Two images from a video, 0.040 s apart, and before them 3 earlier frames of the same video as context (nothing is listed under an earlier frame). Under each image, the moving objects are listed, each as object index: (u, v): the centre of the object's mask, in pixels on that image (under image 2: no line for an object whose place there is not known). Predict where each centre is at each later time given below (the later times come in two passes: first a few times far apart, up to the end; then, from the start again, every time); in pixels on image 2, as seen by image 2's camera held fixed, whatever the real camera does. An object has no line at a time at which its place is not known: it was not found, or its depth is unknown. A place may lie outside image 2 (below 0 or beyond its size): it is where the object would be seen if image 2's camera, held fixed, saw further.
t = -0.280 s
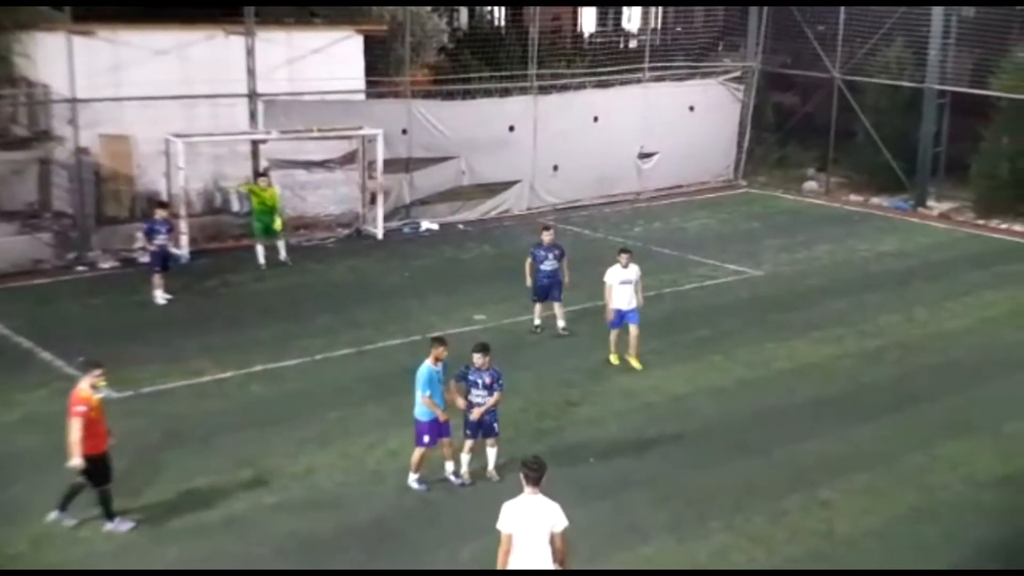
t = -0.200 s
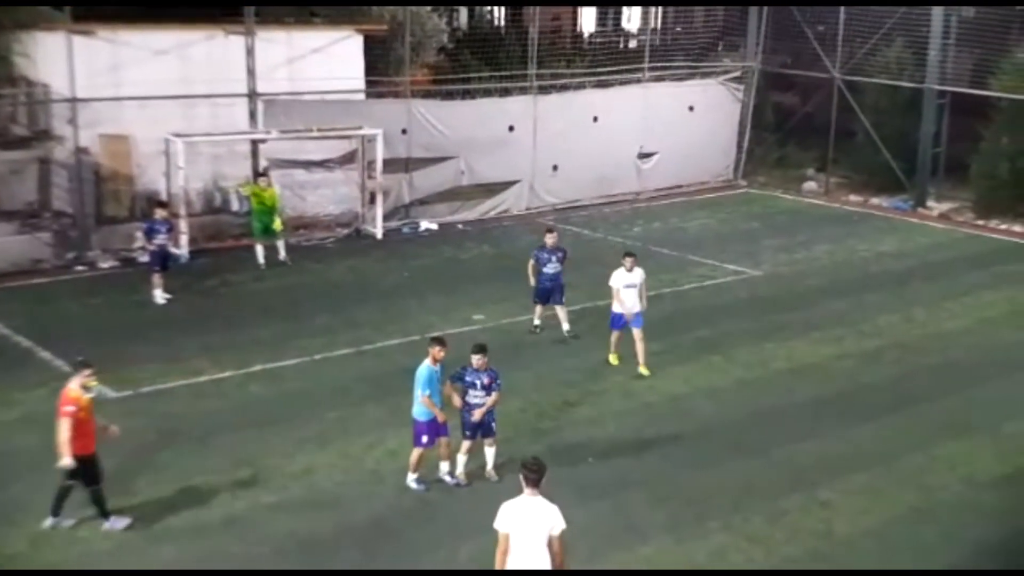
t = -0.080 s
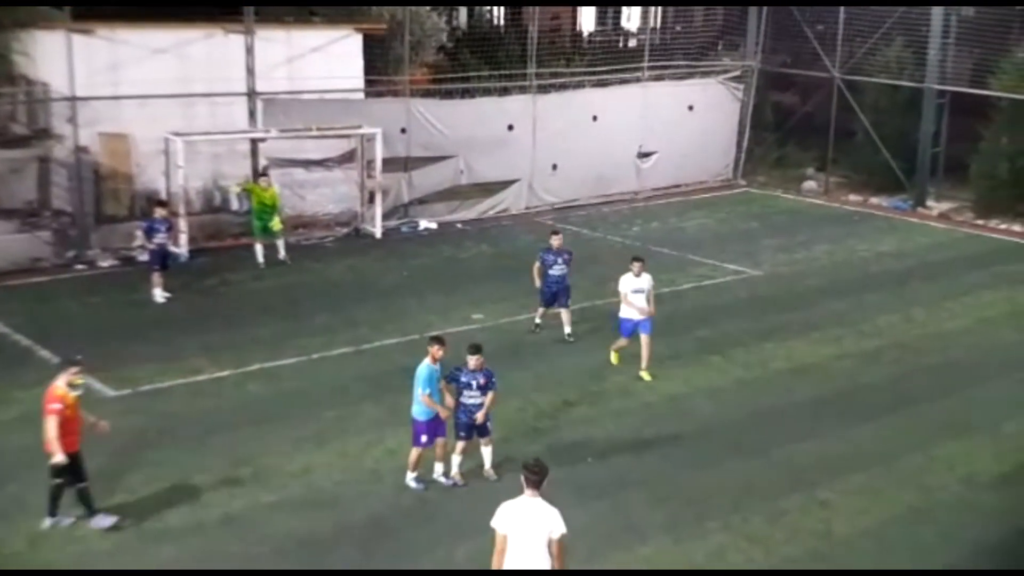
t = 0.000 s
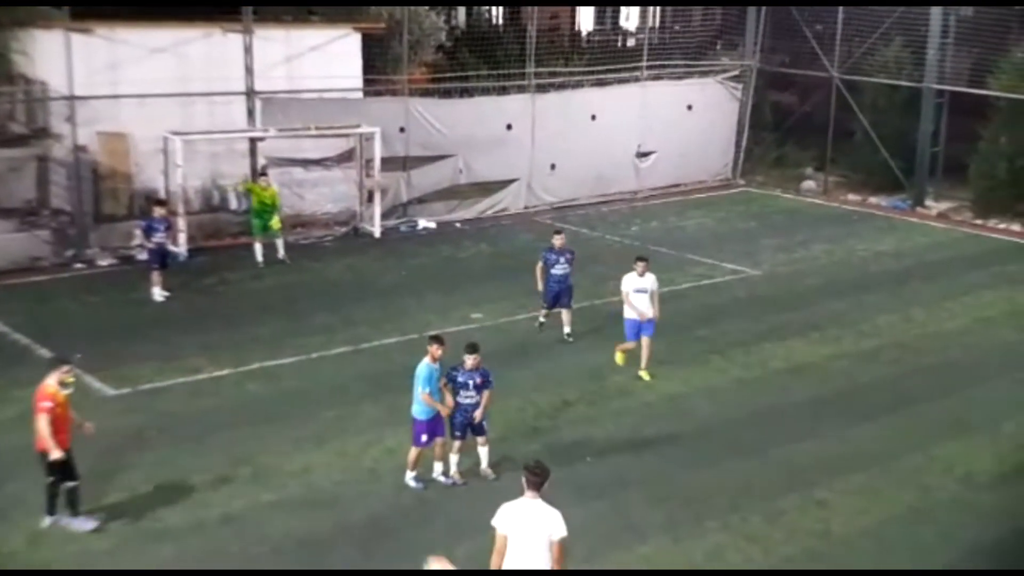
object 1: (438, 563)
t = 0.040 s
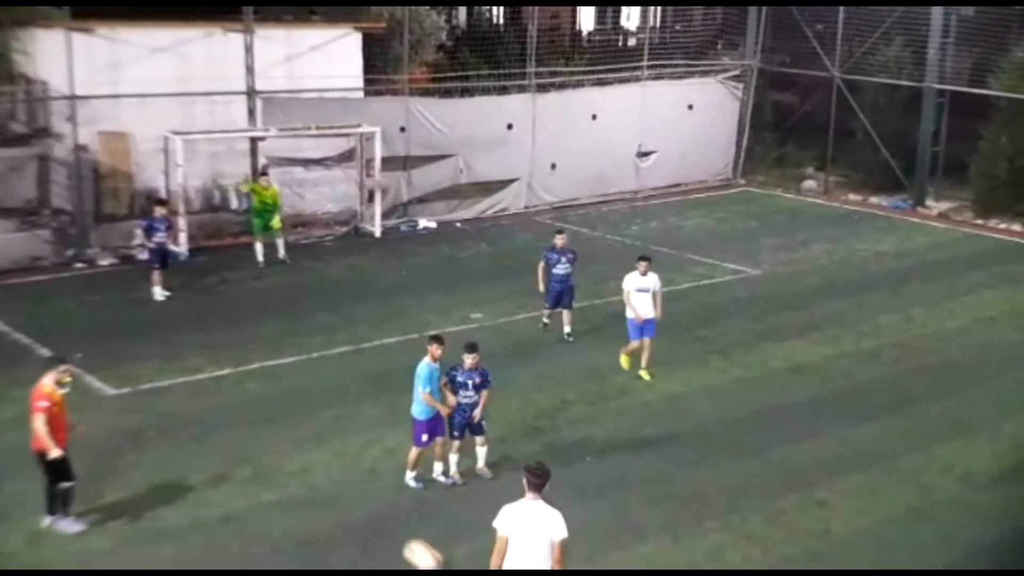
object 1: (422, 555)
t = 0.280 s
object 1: (327, 478)
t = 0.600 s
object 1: (250, 415)
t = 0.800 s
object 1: (214, 389)
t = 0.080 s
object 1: (403, 541)
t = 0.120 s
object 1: (385, 527)
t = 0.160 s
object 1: (368, 512)
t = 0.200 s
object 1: (353, 500)
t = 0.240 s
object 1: (340, 489)
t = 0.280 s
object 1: (327, 478)
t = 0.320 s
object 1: (315, 468)
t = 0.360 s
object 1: (303, 457)
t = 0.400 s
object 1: (294, 449)
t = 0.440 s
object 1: (283, 442)
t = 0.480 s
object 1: (274, 435)
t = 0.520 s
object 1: (266, 427)
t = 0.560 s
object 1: (258, 420)
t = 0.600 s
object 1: (250, 415)
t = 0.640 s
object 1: (242, 410)
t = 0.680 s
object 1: (235, 405)
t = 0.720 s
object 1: (228, 398)
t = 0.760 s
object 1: (221, 394)
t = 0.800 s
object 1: (214, 389)
